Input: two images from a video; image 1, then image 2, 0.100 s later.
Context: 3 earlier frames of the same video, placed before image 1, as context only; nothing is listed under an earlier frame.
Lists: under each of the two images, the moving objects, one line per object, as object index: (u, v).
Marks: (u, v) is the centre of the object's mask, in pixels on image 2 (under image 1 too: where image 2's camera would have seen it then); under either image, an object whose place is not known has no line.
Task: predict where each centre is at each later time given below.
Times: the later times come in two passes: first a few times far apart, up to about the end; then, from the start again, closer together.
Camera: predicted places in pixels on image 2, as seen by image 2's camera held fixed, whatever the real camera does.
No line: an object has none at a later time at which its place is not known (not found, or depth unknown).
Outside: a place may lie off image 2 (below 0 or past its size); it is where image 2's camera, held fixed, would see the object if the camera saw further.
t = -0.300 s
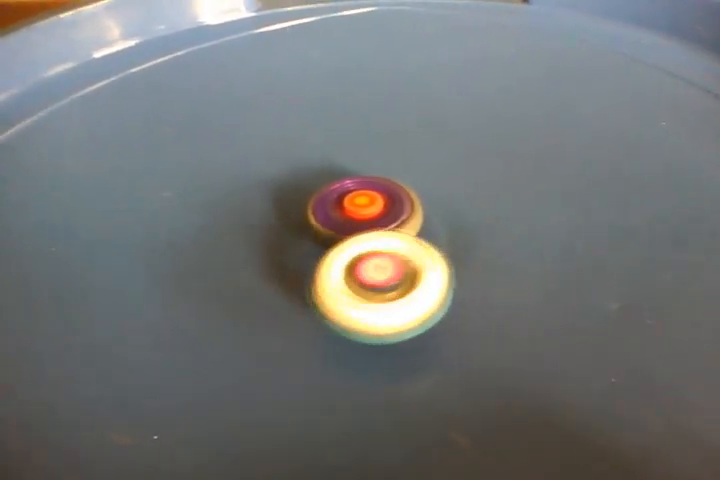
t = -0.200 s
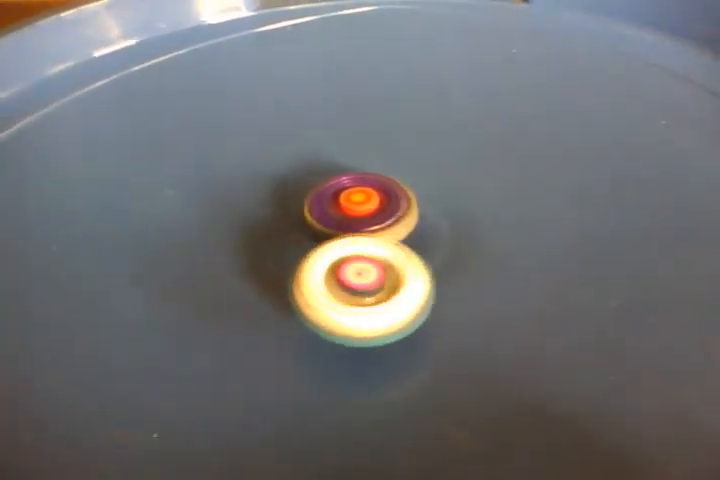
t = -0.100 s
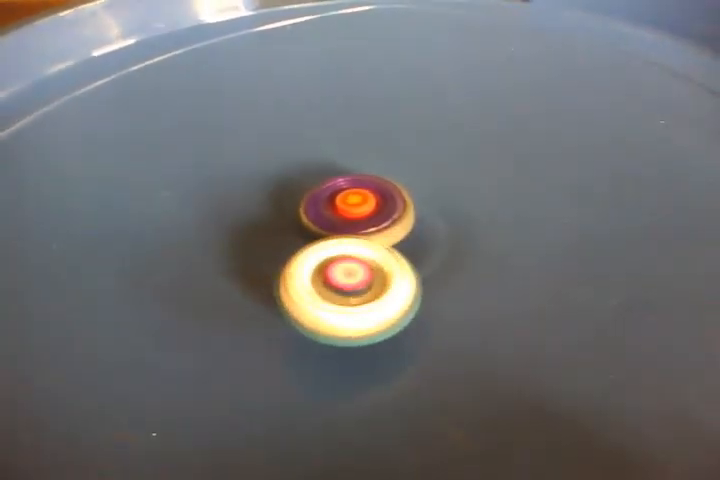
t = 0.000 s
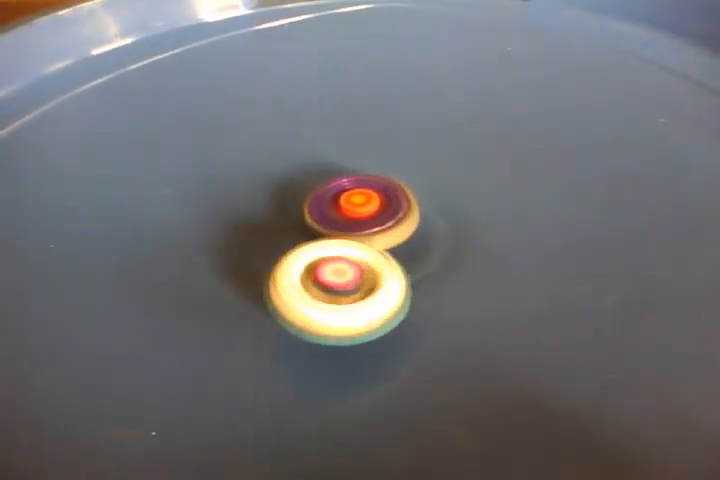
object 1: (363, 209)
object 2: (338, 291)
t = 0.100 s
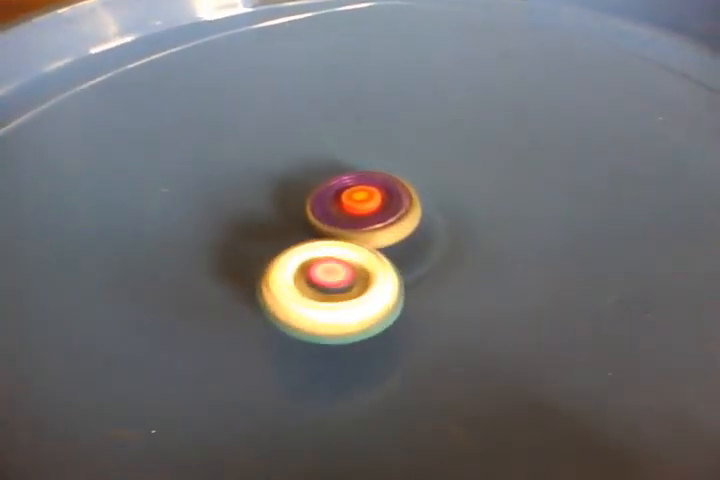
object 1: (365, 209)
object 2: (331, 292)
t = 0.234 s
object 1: (360, 210)
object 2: (326, 293)
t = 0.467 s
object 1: (361, 210)
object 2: (320, 290)
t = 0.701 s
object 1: (361, 209)
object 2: (311, 282)
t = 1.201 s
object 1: (361, 206)
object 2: (270, 276)
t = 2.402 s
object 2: (231, 249)
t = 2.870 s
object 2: (229, 234)
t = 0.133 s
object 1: (363, 208)
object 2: (329, 292)
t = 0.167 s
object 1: (360, 209)
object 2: (328, 293)
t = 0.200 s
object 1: (360, 209)
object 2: (327, 293)
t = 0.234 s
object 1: (360, 210)
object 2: (326, 293)
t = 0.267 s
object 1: (361, 211)
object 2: (325, 292)
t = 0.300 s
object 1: (361, 212)
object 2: (325, 293)
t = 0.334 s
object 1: (361, 212)
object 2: (323, 292)
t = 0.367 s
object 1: (362, 212)
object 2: (323, 292)
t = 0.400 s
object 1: (363, 211)
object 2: (322, 291)
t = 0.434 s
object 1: (362, 211)
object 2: (320, 291)
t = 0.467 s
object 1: (361, 210)
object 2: (320, 290)
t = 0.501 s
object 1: (360, 210)
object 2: (320, 288)
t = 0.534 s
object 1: (359, 210)
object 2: (318, 288)
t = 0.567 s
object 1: (360, 210)
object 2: (317, 286)
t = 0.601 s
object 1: (360, 210)
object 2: (316, 285)
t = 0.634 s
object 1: (360, 210)
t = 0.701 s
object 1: (361, 209)
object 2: (311, 282)
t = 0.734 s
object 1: (363, 210)
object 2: (311, 282)
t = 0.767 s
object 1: (366, 210)
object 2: (310, 283)
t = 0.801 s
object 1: (367, 209)
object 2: (308, 281)
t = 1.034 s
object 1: (357, 209)
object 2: (281, 274)
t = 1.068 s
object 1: (358, 210)
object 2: (276, 275)
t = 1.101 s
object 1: (359, 209)
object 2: (274, 275)
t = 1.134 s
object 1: (360, 208)
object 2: (272, 275)
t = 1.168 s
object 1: (360, 207)
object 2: (271, 275)
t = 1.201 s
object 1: (361, 206)
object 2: (270, 276)
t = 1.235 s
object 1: (360, 205)
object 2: (267, 275)
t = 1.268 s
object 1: (360, 206)
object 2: (265, 277)
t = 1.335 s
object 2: (262, 279)
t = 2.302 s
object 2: (237, 253)
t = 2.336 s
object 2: (235, 251)
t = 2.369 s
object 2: (232, 250)
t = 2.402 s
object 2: (231, 249)
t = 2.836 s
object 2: (227, 235)
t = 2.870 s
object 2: (229, 234)
